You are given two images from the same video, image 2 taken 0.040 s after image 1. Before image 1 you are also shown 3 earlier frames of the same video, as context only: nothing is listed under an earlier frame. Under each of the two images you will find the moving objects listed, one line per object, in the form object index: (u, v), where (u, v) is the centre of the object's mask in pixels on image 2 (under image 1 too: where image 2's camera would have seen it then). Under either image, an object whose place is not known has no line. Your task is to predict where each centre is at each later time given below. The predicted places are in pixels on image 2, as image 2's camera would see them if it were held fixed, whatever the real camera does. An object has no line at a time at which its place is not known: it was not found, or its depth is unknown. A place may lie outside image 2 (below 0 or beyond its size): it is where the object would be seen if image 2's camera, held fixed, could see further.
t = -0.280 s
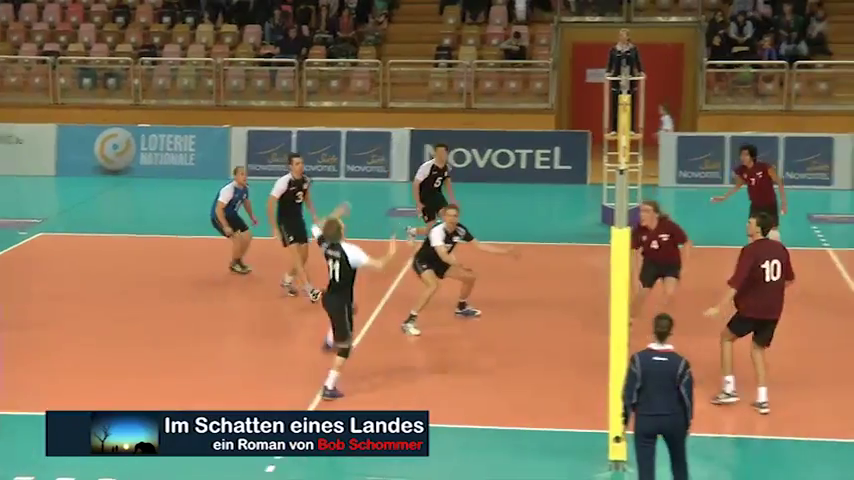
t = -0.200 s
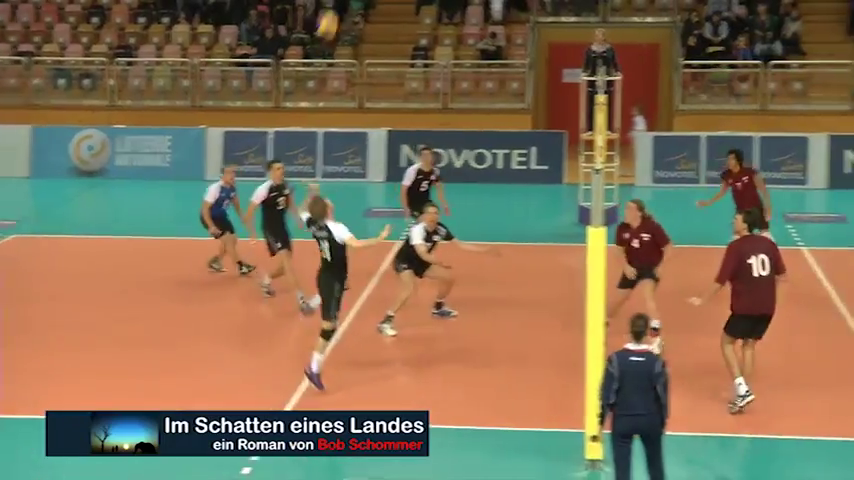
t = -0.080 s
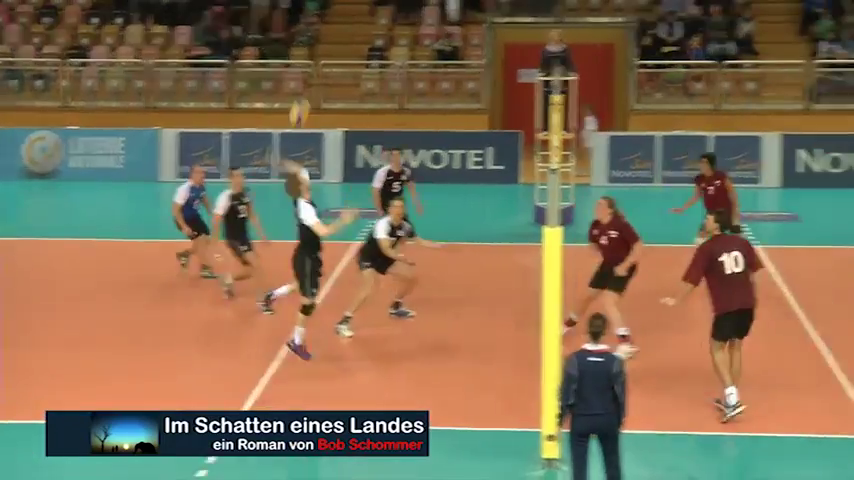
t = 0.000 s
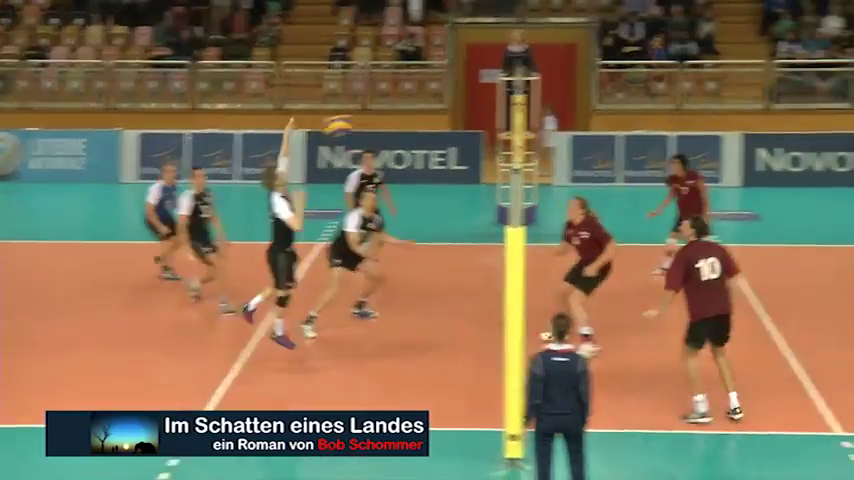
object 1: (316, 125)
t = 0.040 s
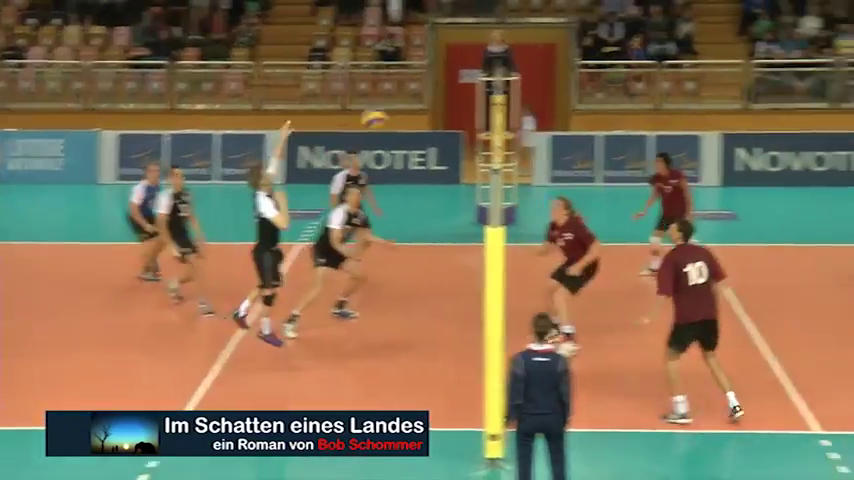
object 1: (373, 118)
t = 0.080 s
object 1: (428, 112)
